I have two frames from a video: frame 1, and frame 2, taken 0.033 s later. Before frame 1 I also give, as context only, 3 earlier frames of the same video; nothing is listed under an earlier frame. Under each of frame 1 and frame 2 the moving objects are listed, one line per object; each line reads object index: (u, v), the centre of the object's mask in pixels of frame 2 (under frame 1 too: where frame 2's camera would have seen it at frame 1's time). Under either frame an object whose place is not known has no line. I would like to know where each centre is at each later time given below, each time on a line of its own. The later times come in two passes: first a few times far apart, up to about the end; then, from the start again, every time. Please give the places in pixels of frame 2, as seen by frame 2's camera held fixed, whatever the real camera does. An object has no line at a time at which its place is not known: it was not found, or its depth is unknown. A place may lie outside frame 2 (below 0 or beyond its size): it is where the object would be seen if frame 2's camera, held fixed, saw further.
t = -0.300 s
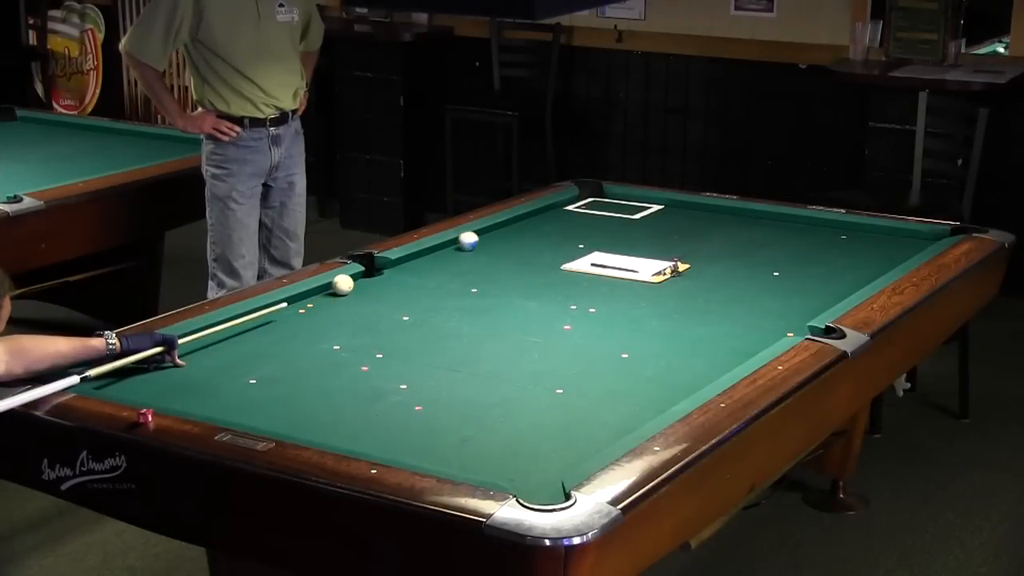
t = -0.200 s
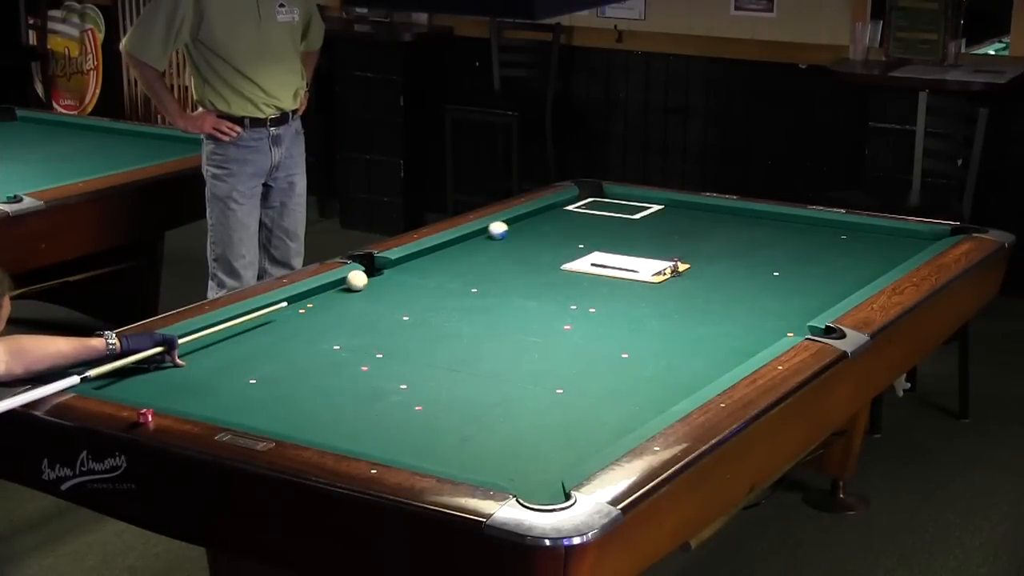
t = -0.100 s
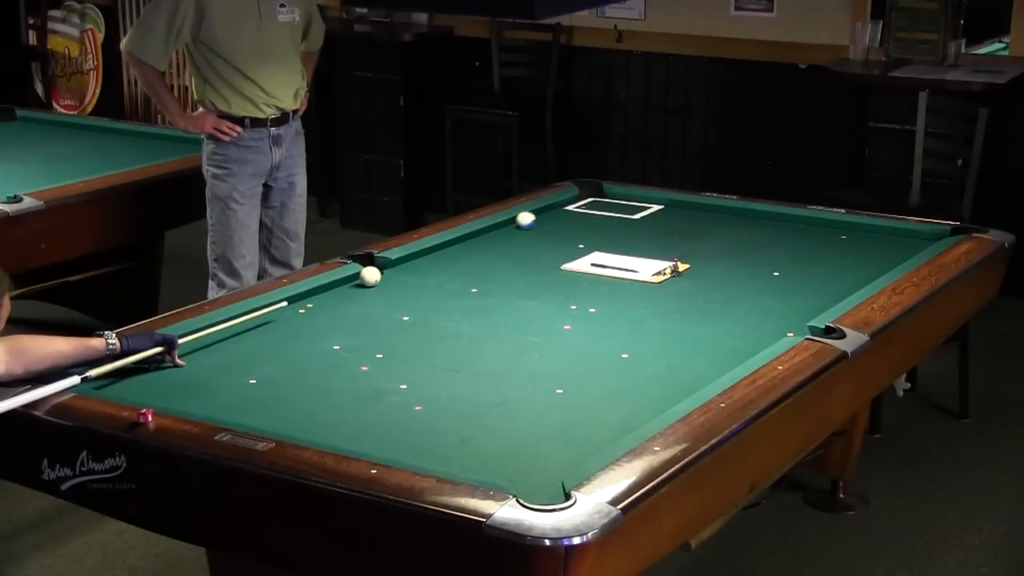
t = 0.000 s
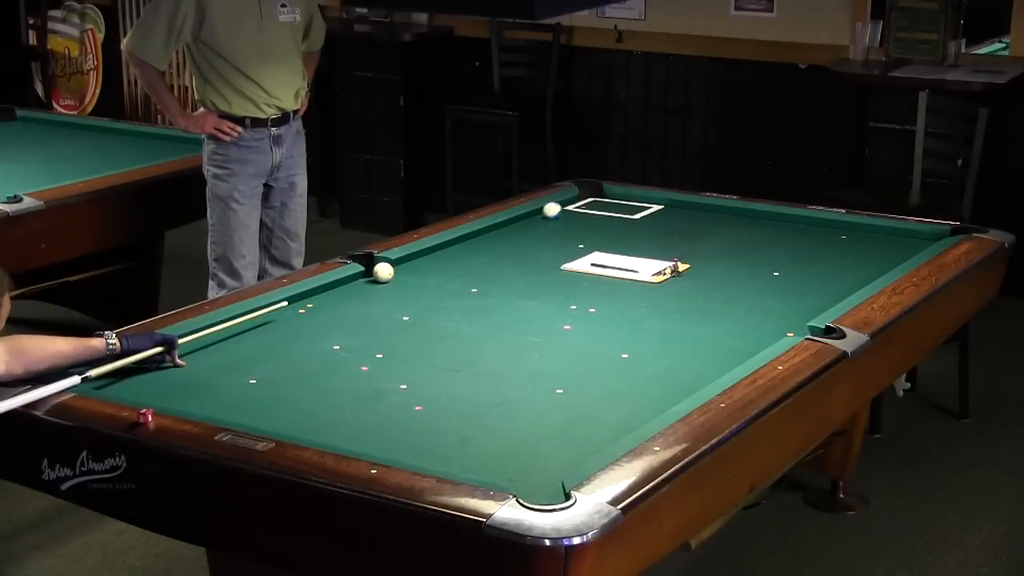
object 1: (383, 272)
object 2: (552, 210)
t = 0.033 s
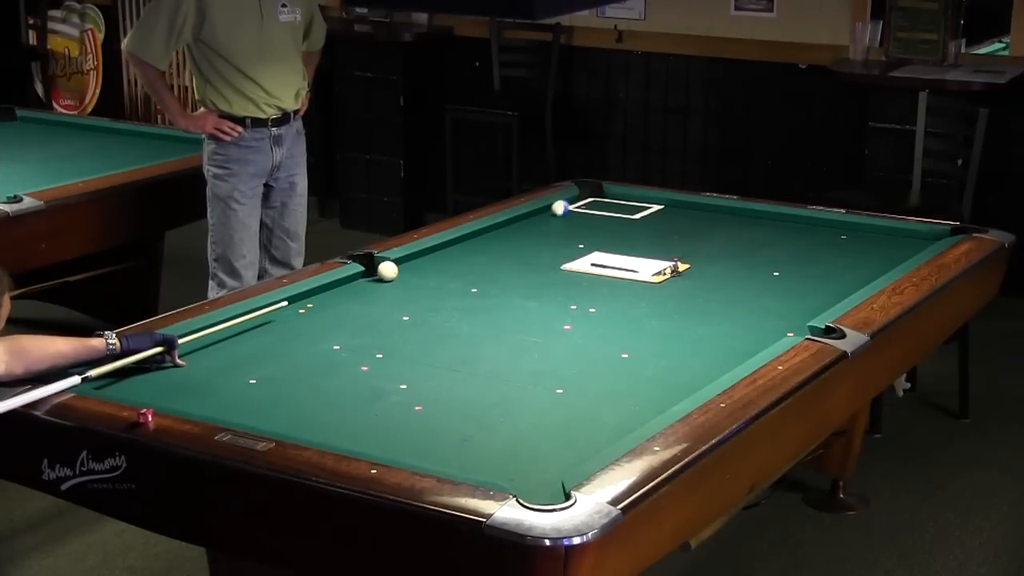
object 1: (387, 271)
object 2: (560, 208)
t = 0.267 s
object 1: (415, 262)
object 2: (587, 192)
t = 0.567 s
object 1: (448, 252)
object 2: (597, 193)
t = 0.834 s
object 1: (474, 244)
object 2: (587, 195)
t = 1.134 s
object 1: (500, 236)
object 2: (578, 198)
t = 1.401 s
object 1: (521, 230)
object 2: (576, 200)
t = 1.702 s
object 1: (542, 223)
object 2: (572, 201)
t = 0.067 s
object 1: (391, 269)
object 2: (568, 204)
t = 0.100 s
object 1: (395, 268)
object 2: (577, 201)
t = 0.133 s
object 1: (399, 267)
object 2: (585, 199)
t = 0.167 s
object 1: (404, 266)
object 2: (593, 196)
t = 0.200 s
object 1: (408, 264)
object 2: (600, 193)
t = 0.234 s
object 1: (411, 263)
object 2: (597, 191)
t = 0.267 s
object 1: (415, 262)
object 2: (587, 192)
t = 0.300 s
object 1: (419, 261)
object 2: (590, 192)
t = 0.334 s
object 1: (423, 260)
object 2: (595, 192)
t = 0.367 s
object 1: (427, 259)
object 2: (599, 192)
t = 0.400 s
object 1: (430, 258)
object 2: (603, 192)
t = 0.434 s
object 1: (434, 257)
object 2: (602, 192)
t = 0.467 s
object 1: (437, 255)
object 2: (601, 193)
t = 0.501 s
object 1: (441, 254)
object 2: (599, 193)
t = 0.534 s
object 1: (444, 253)
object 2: (598, 193)
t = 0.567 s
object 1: (448, 252)
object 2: (597, 193)
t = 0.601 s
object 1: (451, 251)
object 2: (596, 193)
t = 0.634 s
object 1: (455, 250)
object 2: (594, 193)
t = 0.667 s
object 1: (458, 249)
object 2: (593, 194)
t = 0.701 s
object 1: (461, 248)
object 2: (592, 195)
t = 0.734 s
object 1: (464, 247)
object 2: (590, 195)
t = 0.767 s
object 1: (468, 246)
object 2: (589, 195)
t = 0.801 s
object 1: (471, 245)
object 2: (588, 195)
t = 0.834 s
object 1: (474, 244)
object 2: (587, 195)
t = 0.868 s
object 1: (477, 244)
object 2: (586, 196)
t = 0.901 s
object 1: (480, 242)
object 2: (585, 196)
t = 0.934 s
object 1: (483, 241)
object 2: (584, 196)
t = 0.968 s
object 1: (486, 241)
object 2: (583, 196)
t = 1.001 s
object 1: (489, 240)
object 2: (582, 197)
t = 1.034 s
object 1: (492, 239)
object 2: (581, 197)
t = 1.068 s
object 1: (495, 238)
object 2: (579, 197)
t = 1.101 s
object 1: (498, 237)
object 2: (579, 197)
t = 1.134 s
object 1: (500, 236)
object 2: (578, 198)
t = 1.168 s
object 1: (503, 235)
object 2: (578, 198)
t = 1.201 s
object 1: (506, 235)
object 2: (578, 199)
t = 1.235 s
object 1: (508, 234)
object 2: (577, 199)
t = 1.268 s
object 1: (511, 233)
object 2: (577, 200)
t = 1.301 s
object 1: (514, 232)
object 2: (577, 200)
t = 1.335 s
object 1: (516, 231)
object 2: (576, 201)
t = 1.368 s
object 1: (519, 230)
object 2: (576, 200)
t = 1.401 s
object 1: (521, 230)
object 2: (576, 200)
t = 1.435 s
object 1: (524, 229)
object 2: (575, 200)
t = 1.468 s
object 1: (526, 228)
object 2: (575, 200)
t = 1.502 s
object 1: (528, 227)
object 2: (574, 200)
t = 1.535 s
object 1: (531, 227)
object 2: (574, 201)
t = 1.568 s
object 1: (533, 226)
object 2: (574, 201)
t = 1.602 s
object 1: (535, 225)
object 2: (573, 201)
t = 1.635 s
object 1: (538, 225)
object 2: (573, 201)
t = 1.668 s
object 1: (540, 224)
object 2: (573, 201)
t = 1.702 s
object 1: (542, 223)
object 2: (572, 201)
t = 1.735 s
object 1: (544, 222)
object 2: (572, 201)
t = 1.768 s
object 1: (546, 222)
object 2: (572, 201)
